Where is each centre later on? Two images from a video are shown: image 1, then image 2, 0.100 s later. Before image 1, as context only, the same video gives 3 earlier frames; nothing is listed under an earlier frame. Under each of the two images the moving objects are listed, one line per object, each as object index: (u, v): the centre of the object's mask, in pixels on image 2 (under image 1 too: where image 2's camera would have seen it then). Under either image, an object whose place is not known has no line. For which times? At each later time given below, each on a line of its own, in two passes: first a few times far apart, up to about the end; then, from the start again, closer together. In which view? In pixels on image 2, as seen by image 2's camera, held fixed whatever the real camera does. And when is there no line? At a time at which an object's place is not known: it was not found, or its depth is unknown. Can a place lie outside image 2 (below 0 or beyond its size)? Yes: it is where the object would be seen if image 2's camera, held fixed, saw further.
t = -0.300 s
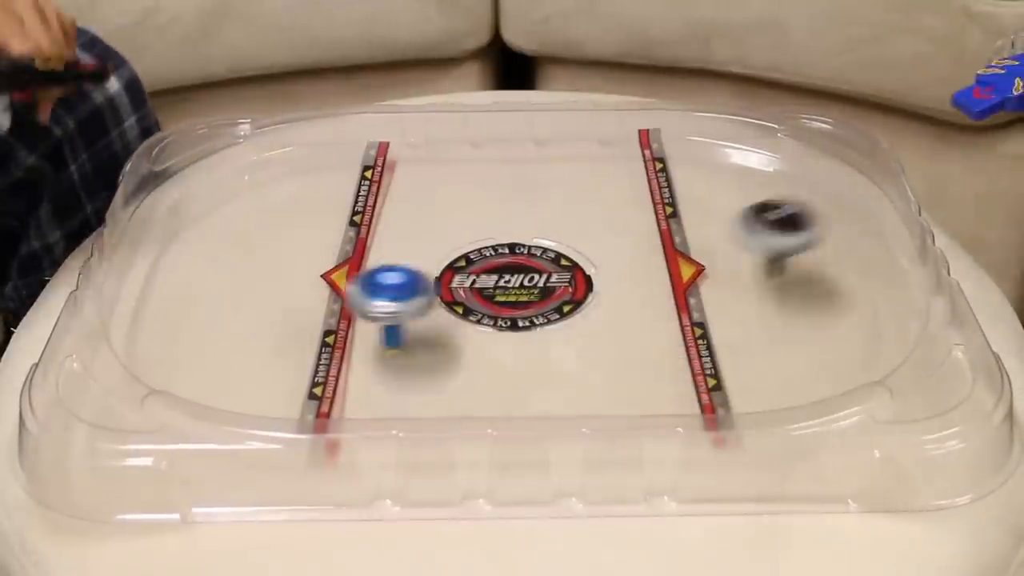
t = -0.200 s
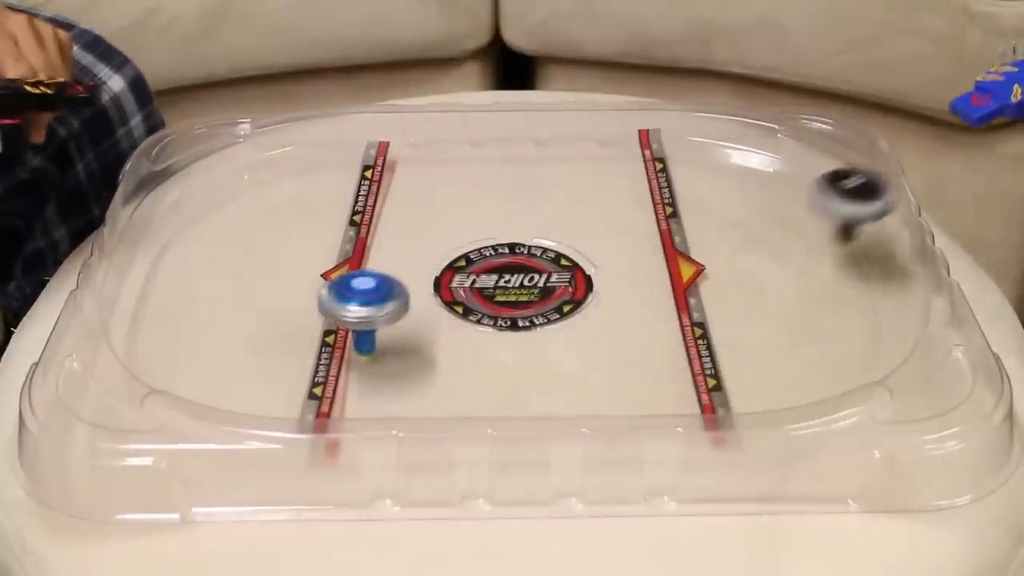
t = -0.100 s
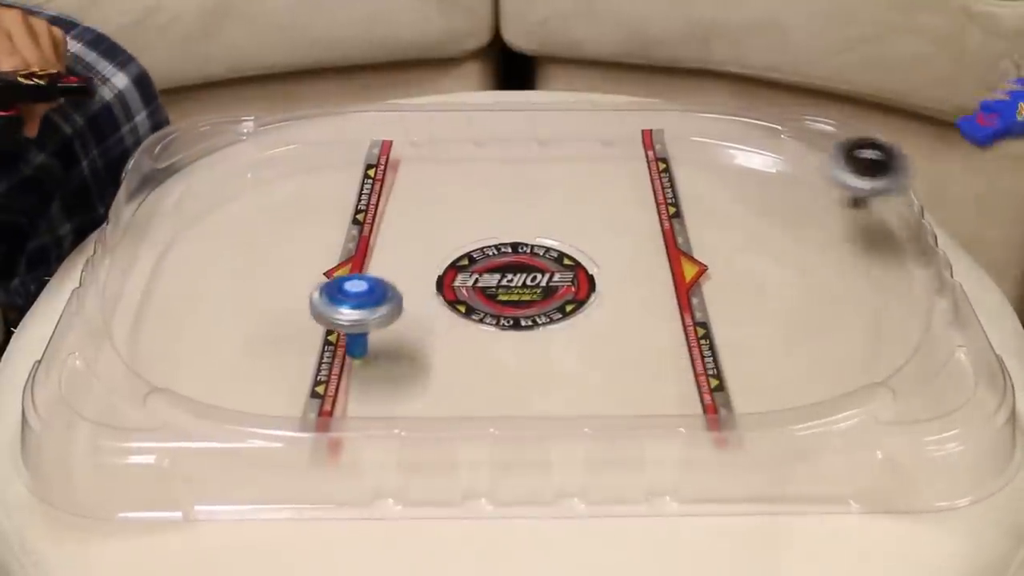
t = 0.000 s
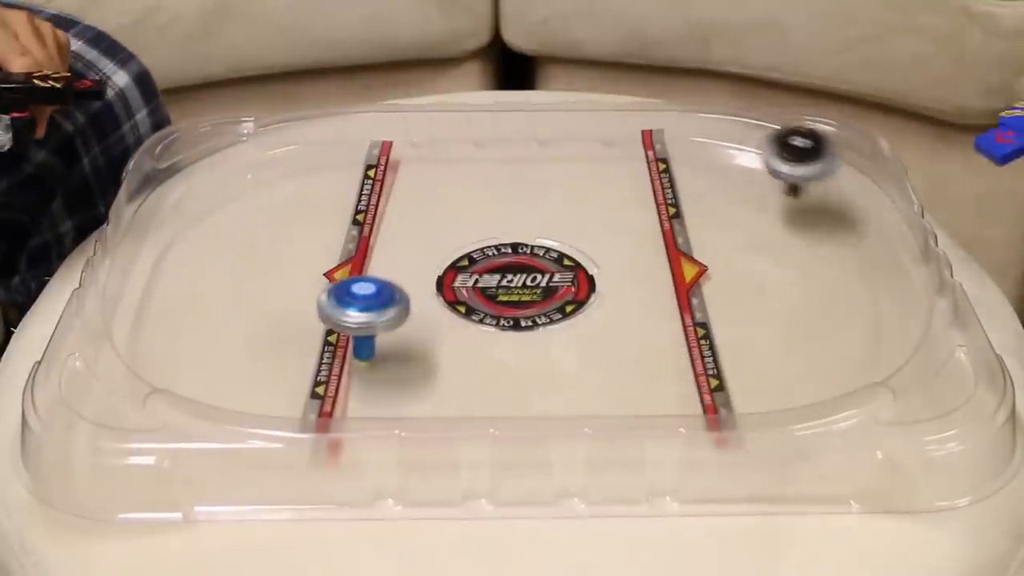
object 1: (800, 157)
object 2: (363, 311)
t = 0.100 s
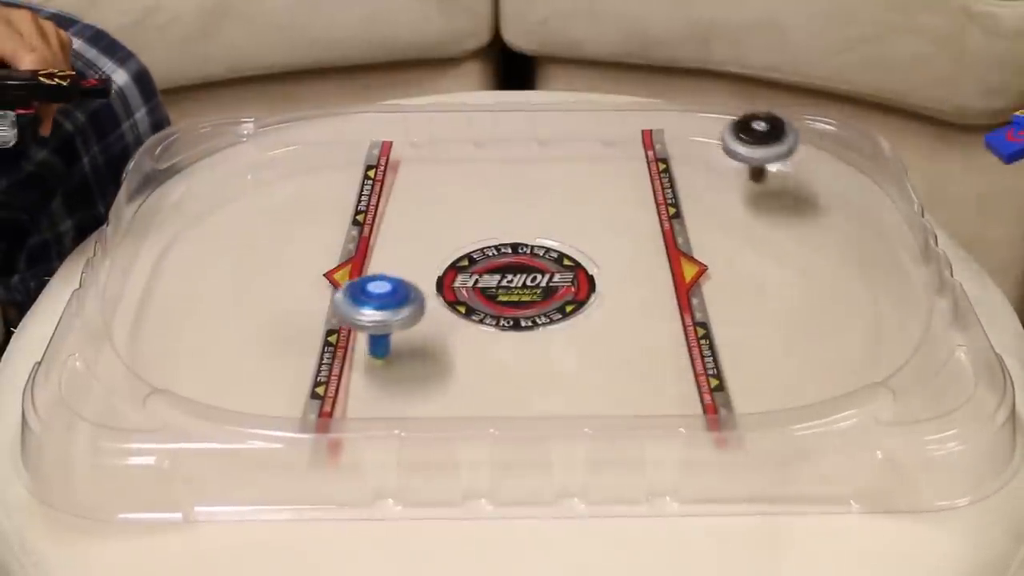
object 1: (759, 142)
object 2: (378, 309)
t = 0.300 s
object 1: (760, 124)
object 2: (430, 289)
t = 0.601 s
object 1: (813, 145)
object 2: (435, 259)
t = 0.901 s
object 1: (851, 180)
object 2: (437, 238)
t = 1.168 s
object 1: (859, 221)
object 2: (541, 212)
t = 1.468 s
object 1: (841, 271)
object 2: (622, 177)
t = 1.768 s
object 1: (791, 323)
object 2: (643, 150)
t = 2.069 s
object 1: (727, 375)
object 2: (610, 166)
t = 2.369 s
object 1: (687, 379)
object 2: (613, 229)
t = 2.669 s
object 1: (657, 349)
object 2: (646, 286)
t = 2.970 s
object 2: (664, 263)
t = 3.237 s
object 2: (608, 220)
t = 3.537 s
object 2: (530, 144)
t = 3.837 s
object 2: (392, 115)
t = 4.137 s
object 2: (313, 156)
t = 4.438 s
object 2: (291, 198)
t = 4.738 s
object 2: (337, 217)
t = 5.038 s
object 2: (486, 228)
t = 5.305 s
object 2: (612, 208)
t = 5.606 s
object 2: (704, 172)
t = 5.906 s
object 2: (681, 162)
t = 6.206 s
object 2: (458, 140)
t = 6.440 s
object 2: (304, 170)
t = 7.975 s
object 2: (335, 344)
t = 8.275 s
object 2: (558, 322)
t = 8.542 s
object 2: (671, 253)
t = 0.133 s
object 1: (753, 138)
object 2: (385, 307)
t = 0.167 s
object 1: (750, 134)
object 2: (394, 305)
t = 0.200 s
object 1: (750, 129)
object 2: (402, 302)
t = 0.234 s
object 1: (752, 126)
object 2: (411, 298)
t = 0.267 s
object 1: (756, 125)
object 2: (421, 294)
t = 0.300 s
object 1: (760, 124)
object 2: (430, 289)
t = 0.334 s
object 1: (766, 125)
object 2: (440, 284)
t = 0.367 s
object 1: (771, 127)
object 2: (448, 278)
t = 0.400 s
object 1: (778, 128)
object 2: (457, 271)
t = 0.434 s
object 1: (784, 131)
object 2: (454, 264)
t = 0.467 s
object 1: (790, 133)
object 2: (448, 266)
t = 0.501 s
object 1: (796, 136)
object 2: (445, 265)
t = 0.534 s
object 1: (802, 139)
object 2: (443, 261)
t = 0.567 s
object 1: (807, 141)
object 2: (436, 261)
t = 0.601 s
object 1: (813, 145)
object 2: (435, 259)
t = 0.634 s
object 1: (818, 148)
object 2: (438, 256)
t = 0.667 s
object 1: (823, 152)
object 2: (431, 254)
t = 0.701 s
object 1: (828, 156)
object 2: (429, 253)
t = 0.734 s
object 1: (833, 160)
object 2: (432, 250)
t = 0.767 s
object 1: (837, 163)
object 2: (430, 247)
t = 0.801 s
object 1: (841, 168)
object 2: (426, 245)
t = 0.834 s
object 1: (845, 172)
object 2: (426, 243)
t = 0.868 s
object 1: (847, 176)
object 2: (430, 241)
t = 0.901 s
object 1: (851, 180)
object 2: (437, 238)
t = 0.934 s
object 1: (853, 185)
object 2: (449, 235)
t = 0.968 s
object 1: (855, 190)
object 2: (462, 233)
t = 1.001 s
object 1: (857, 195)
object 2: (475, 230)
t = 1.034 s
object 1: (858, 200)
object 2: (489, 227)
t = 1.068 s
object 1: (859, 205)
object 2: (502, 225)
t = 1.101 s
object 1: (859, 210)
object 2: (516, 220)
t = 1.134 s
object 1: (860, 215)
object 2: (529, 216)
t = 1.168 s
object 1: (859, 221)
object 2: (541, 212)
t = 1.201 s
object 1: (858, 226)
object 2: (553, 208)
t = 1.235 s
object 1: (857, 232)
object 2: (564, 203)
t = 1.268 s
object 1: (856, 237)
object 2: (571, 199)
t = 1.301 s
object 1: (855, 243)
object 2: (579, 199)
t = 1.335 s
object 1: (852, 249)
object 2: (588, 195)
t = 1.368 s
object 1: (850, 255)
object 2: (597, 190)
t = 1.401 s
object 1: (847, 261)
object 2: (606, 186)
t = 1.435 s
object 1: (844, 266)
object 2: (614, 182)
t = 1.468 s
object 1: (841, 271)
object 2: (622, 177)
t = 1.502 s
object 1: (836, 277)
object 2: (628, 174)
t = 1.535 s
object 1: (831, 283)
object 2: (634, 169)
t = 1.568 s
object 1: (827, 288)
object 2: (639, 166)
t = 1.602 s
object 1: (821, 294)
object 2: (643, 162)
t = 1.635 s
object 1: (816, 300)
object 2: (645, 158)
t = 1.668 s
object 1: (810, 306)
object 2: (645, 155)
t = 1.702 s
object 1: (804, 312)
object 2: (646, 153)
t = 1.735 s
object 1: (798, 318)
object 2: (645, 151)
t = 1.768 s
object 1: (791, 323)
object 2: (643, 150)
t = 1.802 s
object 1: (784, 330)
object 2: (641, 150)
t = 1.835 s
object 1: (777, 336)
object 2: (638, 150)
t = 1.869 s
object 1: (770, 341)
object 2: (635, 150)
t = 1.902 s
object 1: (764, 347)
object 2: (631, 151)
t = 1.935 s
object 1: (757, 352)
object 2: (627, 153)
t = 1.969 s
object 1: (749, 357)
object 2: (623, 155)
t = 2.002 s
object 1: (742, 363)
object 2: (618, 158)
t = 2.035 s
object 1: (735, 367)
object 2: (613, 162)
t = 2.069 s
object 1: (727, 375)
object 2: (610, 166)
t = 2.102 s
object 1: (720, 377)
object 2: (606, 172)
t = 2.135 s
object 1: (712, 378)
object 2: (603, 177)
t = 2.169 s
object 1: (705, 378)
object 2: (599, 184)
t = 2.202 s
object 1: (700, 378)
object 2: (597, 192)
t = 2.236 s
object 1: (697, 379)
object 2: (595, 200)
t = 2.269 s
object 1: (694, 379)
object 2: (593, 208)
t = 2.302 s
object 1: (691, 378)
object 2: (594, 215)
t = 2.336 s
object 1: (689, 379)
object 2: (606, 222)
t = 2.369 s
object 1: (687, 379)
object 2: (613, 229)
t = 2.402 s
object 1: (685, 380)
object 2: (618, 236)
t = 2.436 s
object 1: (683, 378)
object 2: (621, 243)
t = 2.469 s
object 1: (680, 377)
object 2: (624, 251)
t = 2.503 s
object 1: (676, 376)
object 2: (627, 258)
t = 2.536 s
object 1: (669, 370)
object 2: (631, 265)
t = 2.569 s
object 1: (665, 367)
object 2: (635, 272)
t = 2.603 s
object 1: (661, 363)
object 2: (639, 279)
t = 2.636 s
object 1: (658, 356)
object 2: (643, 283)
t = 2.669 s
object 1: (657, 349)
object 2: (646, 286)
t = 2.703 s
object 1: (656, 345)
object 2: (651, 287)
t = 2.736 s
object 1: (655, 344)
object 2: (656, 284)
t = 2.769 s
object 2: (661, 282)
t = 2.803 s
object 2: (665, 279)
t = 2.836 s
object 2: (667, 276)
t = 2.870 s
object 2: (668, 273)
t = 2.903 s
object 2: (668, 270)
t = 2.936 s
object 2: (666, 266)
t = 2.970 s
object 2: (664, 263)
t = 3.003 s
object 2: (660, 258)
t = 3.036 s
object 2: (656, 252)
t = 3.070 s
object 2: (651, 246)
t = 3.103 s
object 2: (642, 241)
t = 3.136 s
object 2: (637, 236)
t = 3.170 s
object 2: (629, 230)
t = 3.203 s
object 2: (619, 224)
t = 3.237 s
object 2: (608, 220)
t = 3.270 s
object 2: (598, 215)
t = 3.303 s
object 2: (594, 207)
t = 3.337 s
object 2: (591, 200)
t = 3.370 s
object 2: (585, 190)
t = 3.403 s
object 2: (577, 180)
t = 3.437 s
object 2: (567, 170)
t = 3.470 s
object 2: (556, 161)
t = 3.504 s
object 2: (544, 153)
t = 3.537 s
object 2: (530, 144)
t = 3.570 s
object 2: (516, 137)
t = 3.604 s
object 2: (501, 131)
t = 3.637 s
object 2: (485, 125)
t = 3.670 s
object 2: (470, 121)
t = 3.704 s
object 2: (454, 118)
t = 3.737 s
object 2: (438, 115)
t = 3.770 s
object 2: (422, 114)
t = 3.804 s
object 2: (408, 114)
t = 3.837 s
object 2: (392, 115)
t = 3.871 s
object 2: (379, 117)
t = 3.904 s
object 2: (368, 121)
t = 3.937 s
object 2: (357, 123)
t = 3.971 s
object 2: (348, 126)
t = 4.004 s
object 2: (340, 130)
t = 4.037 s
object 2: (333, 135)
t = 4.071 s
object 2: (327, 140)
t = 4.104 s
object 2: (320, 147)
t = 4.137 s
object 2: (313, 156)
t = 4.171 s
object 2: (309, 165)
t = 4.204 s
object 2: (306, 174)
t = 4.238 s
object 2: (304, 184)
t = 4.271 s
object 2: (305, 193)
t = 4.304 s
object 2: (308, 203)
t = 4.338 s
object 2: (302, 202)
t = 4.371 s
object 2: (296, 199)
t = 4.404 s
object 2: (292, 198)
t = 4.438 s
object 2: (291, 198)
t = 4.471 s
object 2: (290, 199)
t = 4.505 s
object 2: (291, 200)
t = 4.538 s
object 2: (292, 202)
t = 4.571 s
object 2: (296, 204)
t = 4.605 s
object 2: (301, 206)
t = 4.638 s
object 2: (308, 208)
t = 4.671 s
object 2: (315, 210)
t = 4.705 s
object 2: (325, 213)
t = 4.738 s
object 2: (337, 217)
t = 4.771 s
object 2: (349, 219)
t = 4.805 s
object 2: (363, 220)
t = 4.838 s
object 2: (378, 222)
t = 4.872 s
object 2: (394, 223)
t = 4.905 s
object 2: (412, 225)
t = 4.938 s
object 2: (430, 226)
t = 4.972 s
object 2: (448, 227)
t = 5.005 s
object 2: (467, 227)
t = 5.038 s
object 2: (486, 228)
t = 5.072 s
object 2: (506, 227)
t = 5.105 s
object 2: (526, 226)
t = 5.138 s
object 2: (545, 223)
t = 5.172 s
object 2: (564, 219)
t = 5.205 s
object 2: (581, 215)
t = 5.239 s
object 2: (593, 208)
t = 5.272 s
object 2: (601, 209)
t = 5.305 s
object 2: (612, 208)
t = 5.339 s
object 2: (625, 205)
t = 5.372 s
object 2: (640, 202)
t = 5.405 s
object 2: (653, 198)
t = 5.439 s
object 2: (664, 194)
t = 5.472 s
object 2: (674, 190)
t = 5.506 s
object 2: (682, 186)
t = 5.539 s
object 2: (691, 181)
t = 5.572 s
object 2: (698, 176)
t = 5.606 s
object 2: (704, 172)
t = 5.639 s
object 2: (709, 168)
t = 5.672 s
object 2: (713, 166)
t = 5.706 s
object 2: (716, 164)
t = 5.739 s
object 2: (718, 164)
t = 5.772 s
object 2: (718, 165)
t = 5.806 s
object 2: (718, 165)
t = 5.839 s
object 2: (717, 165)
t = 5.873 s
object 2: (714, 165)
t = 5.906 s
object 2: (681, 162)
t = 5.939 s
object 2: (643, 160)
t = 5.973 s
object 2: (621, 154)
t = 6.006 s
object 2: (599, 149)
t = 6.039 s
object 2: (574, 145)
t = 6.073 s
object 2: (552, 142)
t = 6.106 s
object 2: (530, 141)
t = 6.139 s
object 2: (505, 140)
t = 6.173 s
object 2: (481, 140)
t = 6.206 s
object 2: (458, 140)
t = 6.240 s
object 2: (435, 141)
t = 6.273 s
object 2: (412, 145)
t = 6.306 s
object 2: (388, 149)
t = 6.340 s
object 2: (367, 155)
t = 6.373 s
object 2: (346, 157)
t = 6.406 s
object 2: (324, 163)
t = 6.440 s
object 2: (304, 170)
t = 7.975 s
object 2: (335, 344)
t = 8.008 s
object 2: (356, 344)
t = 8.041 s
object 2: (380, 345)
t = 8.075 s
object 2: (406, 346)
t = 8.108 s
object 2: (433, 345)
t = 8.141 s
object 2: (459, 343)
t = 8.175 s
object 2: (486, 341)
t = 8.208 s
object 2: (511, 336)
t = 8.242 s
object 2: (535, 330)
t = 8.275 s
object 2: (558, 322)
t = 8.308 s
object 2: (580, 315)
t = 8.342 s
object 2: (601, 307)
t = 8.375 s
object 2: (620, 297)
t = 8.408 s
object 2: (637, 288)
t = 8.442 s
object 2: (653, 277)
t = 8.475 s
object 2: (667, 267)
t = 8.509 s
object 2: (677, 256)
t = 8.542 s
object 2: (671, 253)
